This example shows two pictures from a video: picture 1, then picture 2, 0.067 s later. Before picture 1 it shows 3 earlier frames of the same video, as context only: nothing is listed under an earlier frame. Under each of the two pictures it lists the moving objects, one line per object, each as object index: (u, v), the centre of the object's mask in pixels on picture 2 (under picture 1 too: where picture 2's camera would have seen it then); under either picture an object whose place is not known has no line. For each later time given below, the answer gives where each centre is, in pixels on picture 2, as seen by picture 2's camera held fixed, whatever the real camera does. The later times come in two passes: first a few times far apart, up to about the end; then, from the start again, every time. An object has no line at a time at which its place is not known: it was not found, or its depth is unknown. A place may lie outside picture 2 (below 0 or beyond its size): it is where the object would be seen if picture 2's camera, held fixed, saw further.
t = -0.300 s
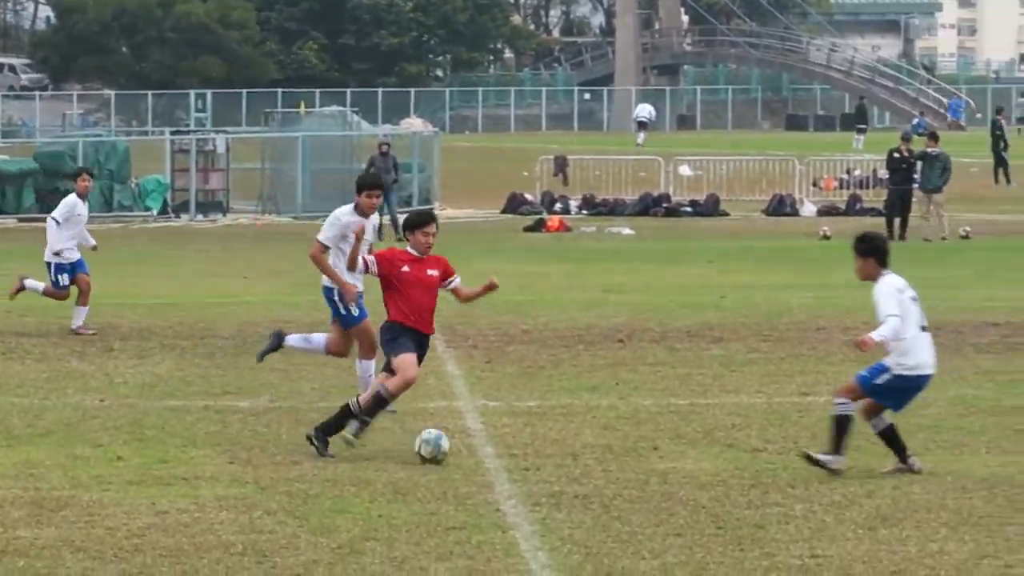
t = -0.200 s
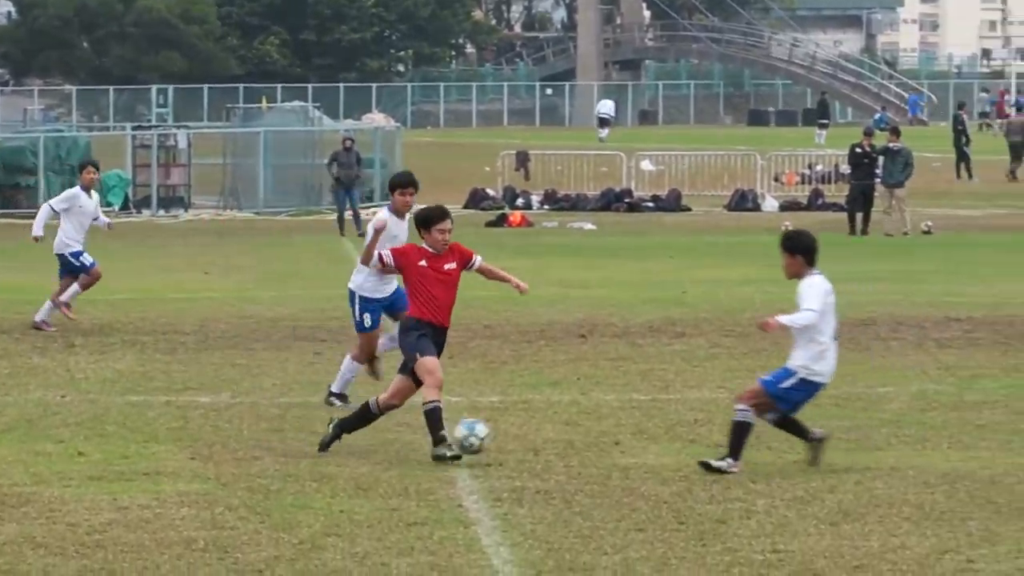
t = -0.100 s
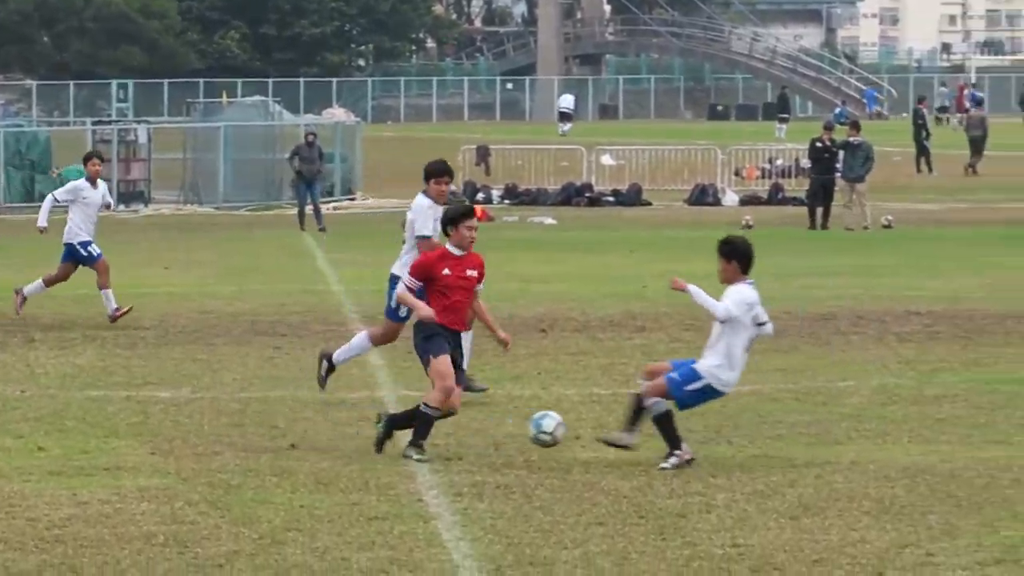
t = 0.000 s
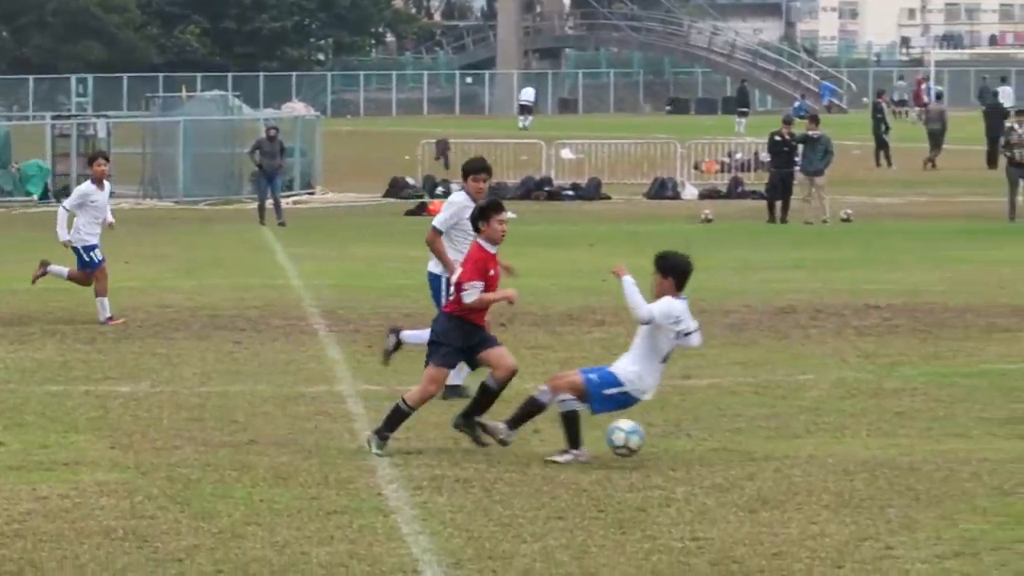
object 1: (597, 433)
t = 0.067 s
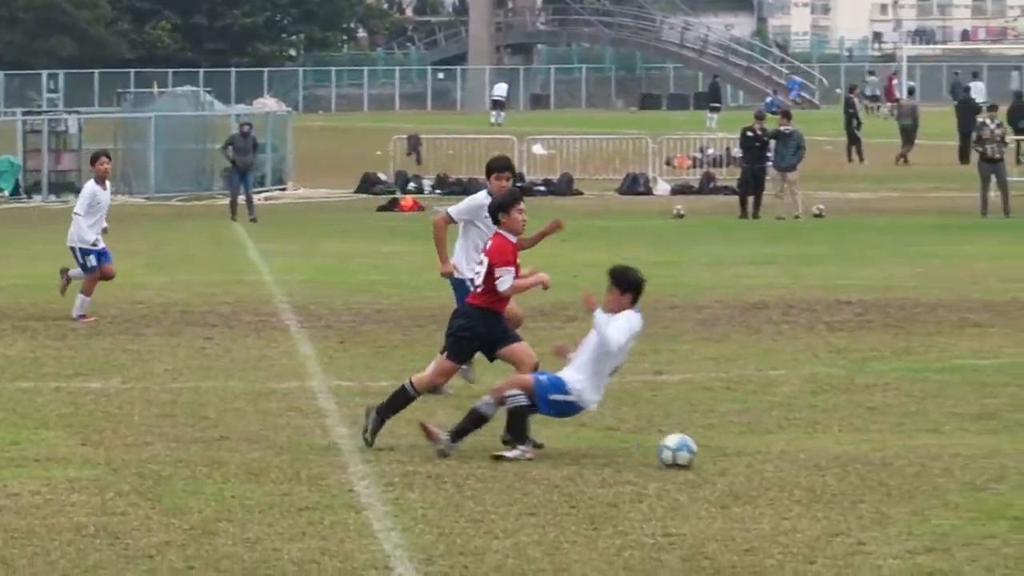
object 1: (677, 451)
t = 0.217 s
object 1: (840, 459)
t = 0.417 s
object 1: (1029, 461)
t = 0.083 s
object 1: (695, 451)
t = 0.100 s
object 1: (714, 450)
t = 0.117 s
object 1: (731, 450)
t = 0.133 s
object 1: (750, 450)
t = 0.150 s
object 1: (767, 451)
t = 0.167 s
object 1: (785, 452)
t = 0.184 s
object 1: (803, 453)
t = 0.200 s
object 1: (821, 456)
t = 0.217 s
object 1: (840, 459)
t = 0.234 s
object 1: (858, 461)
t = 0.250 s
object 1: (877, 465)
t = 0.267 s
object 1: (894, 465)
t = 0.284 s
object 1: (908, 463)
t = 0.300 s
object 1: (923, 461)
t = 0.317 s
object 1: (938, 460)
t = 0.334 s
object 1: (954, 459)
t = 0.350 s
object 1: (968, 458)
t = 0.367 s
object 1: (984, 458)
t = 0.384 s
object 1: (999, 459)
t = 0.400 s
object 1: (1015, 460)
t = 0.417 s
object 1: (1029, 461)
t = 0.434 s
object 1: (1044, 463)
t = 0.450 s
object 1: (1060, 466)
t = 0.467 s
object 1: (1076, 469)
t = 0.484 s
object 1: (1093, 474)
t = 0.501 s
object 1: (1109, 478)
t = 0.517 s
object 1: (1123, 480)
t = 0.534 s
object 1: (1138, 480)
